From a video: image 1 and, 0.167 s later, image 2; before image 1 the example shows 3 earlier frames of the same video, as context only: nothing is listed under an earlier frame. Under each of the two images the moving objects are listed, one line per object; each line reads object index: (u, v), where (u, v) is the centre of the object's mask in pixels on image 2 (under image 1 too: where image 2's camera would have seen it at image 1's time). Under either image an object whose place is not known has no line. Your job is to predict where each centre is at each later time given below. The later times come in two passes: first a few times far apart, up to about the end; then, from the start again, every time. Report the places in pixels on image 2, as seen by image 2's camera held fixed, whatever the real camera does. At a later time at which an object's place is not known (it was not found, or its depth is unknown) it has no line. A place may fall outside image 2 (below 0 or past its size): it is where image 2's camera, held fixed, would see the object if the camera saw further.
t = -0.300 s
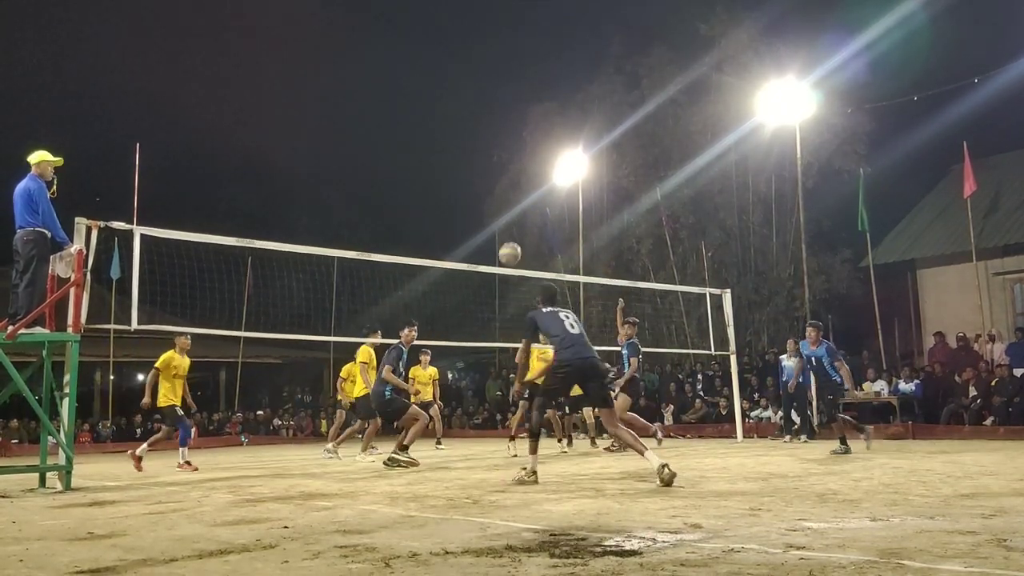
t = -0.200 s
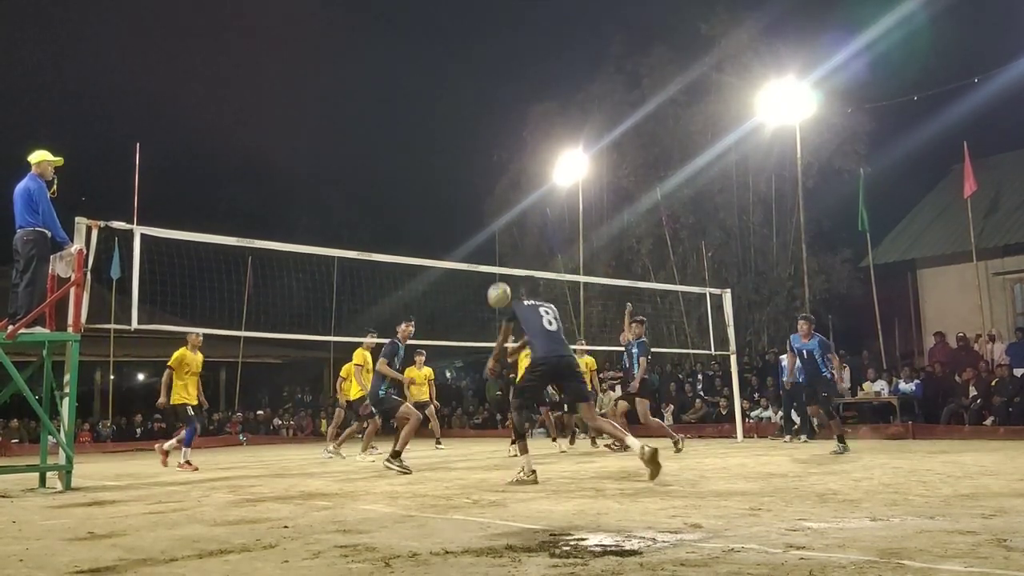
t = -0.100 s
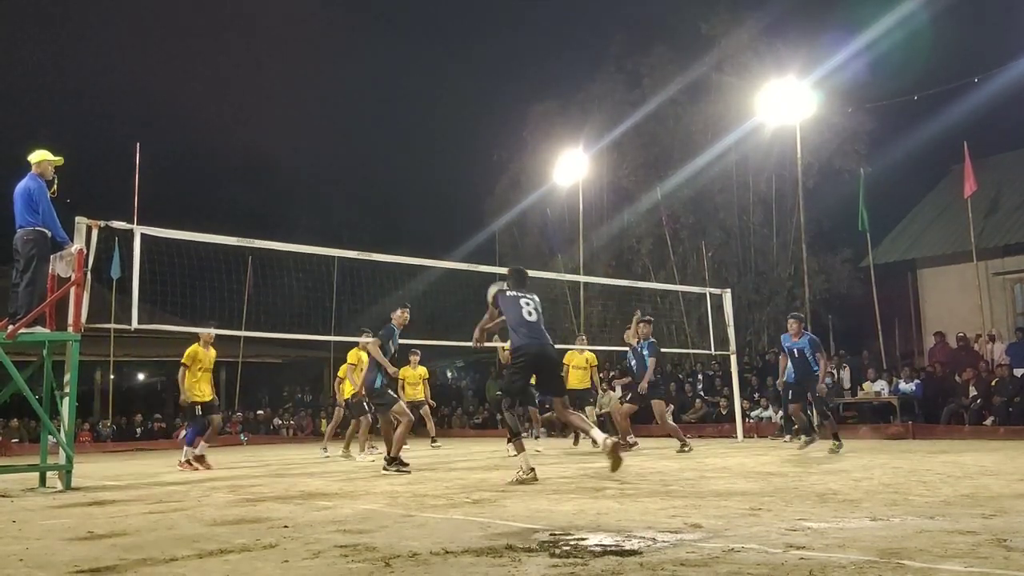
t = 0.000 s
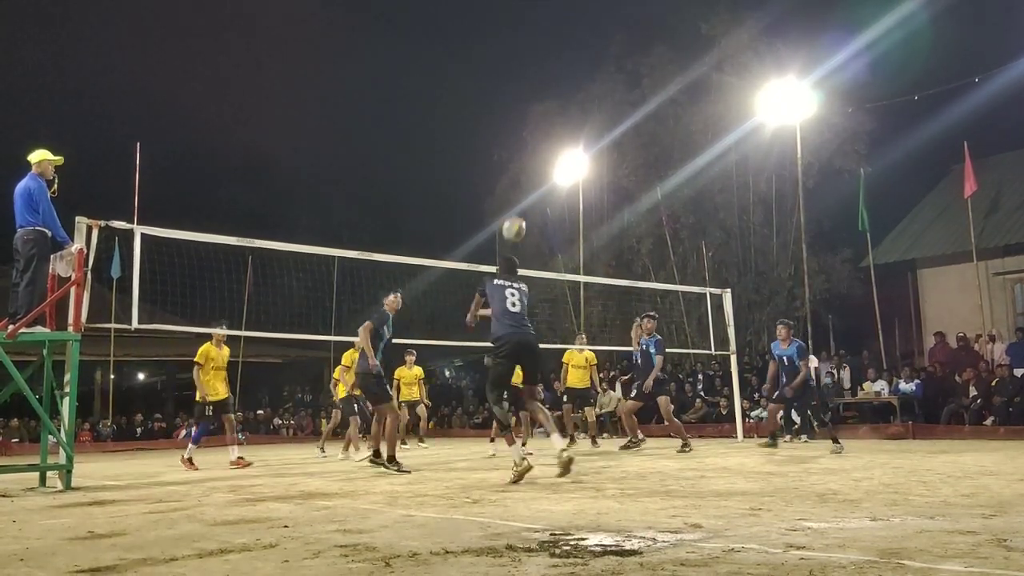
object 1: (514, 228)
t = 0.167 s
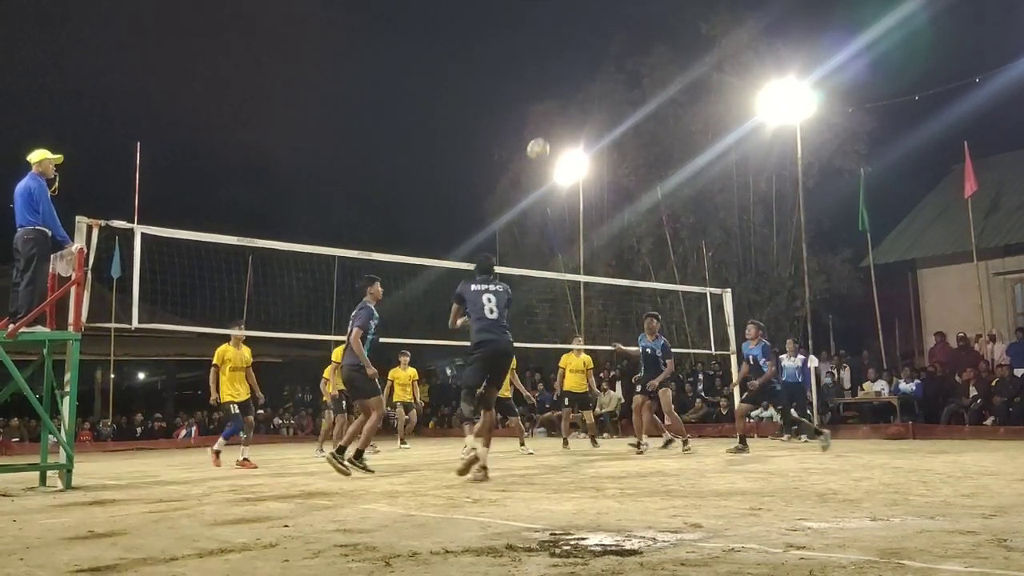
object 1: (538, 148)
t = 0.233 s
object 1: (547, 127)
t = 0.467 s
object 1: (577, 87)
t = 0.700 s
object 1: (606, 95)
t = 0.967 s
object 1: (638, 156)
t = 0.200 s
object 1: (542, 137)
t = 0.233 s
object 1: (547, 127)
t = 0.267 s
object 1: (551, 119)
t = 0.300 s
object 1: (556, 110)
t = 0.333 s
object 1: (560, 103)
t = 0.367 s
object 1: (564, 98)
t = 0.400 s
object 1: (569, 93)
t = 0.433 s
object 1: (573, 90)
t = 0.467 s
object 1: (577, 87)
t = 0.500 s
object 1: (582, 85)
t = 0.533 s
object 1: (586, 85)
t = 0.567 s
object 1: (590, 85)
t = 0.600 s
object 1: (594, 86)
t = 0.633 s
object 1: (599, 88)
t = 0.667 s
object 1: (603, 91)
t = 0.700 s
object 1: (606, 95)
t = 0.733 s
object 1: (611, 100)
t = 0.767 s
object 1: (615, 106)
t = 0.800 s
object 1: (619, 112)
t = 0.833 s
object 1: (623, 119)
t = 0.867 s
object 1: (627, 127)
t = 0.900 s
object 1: (630, 136)
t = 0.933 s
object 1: (634, 145)
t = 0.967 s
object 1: (638, 156)
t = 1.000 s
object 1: (642, 167)
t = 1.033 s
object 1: (646, 179)
